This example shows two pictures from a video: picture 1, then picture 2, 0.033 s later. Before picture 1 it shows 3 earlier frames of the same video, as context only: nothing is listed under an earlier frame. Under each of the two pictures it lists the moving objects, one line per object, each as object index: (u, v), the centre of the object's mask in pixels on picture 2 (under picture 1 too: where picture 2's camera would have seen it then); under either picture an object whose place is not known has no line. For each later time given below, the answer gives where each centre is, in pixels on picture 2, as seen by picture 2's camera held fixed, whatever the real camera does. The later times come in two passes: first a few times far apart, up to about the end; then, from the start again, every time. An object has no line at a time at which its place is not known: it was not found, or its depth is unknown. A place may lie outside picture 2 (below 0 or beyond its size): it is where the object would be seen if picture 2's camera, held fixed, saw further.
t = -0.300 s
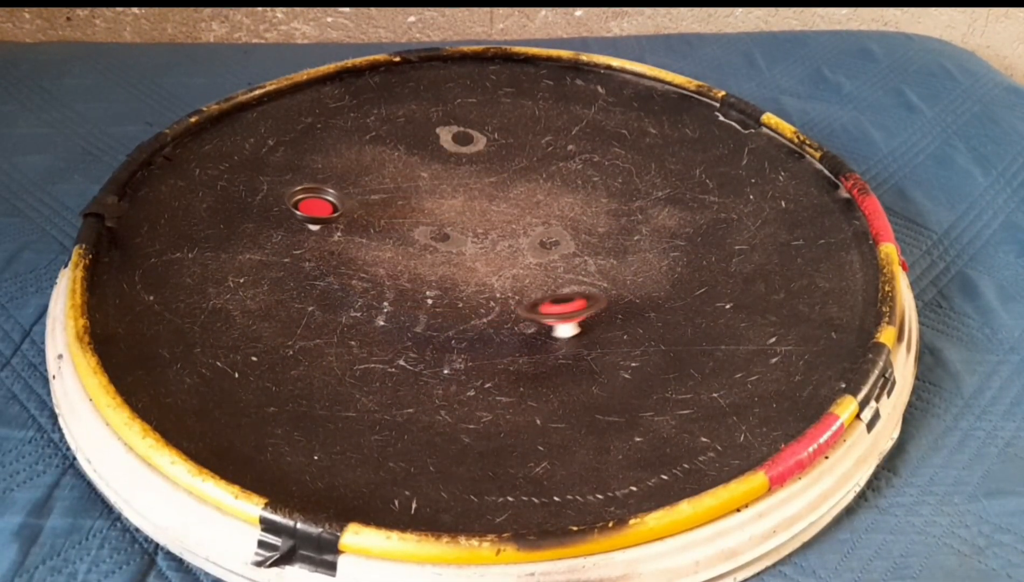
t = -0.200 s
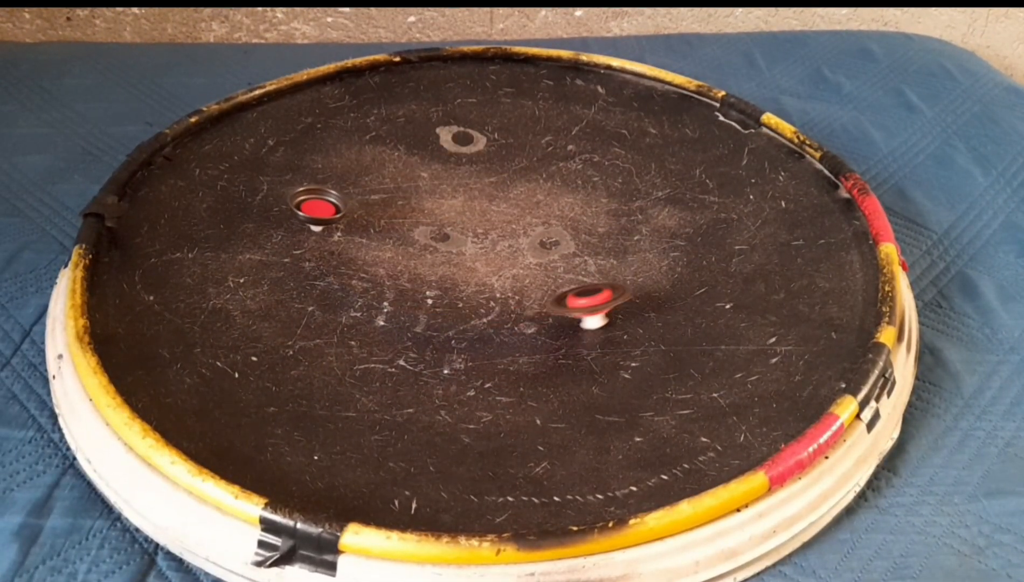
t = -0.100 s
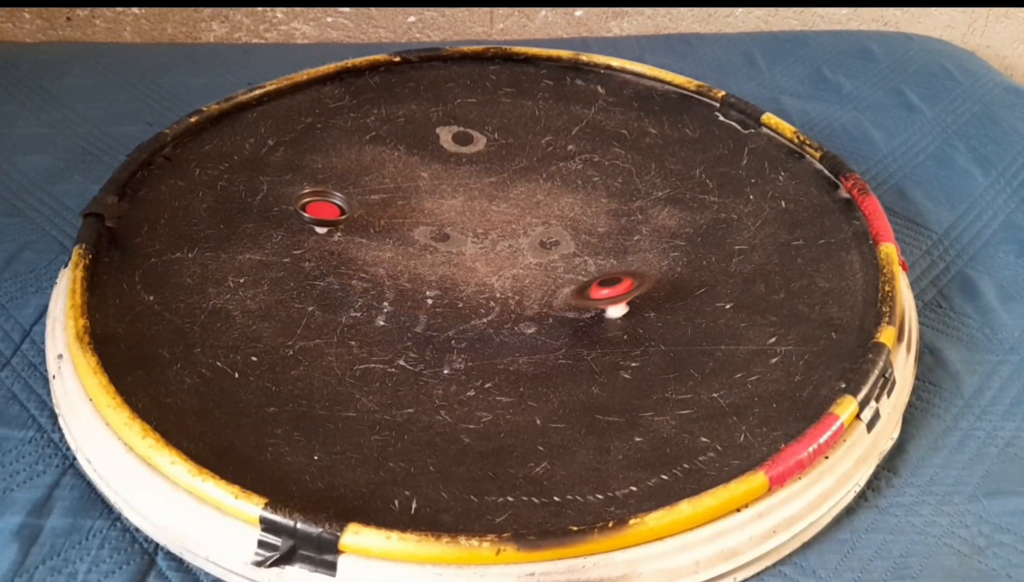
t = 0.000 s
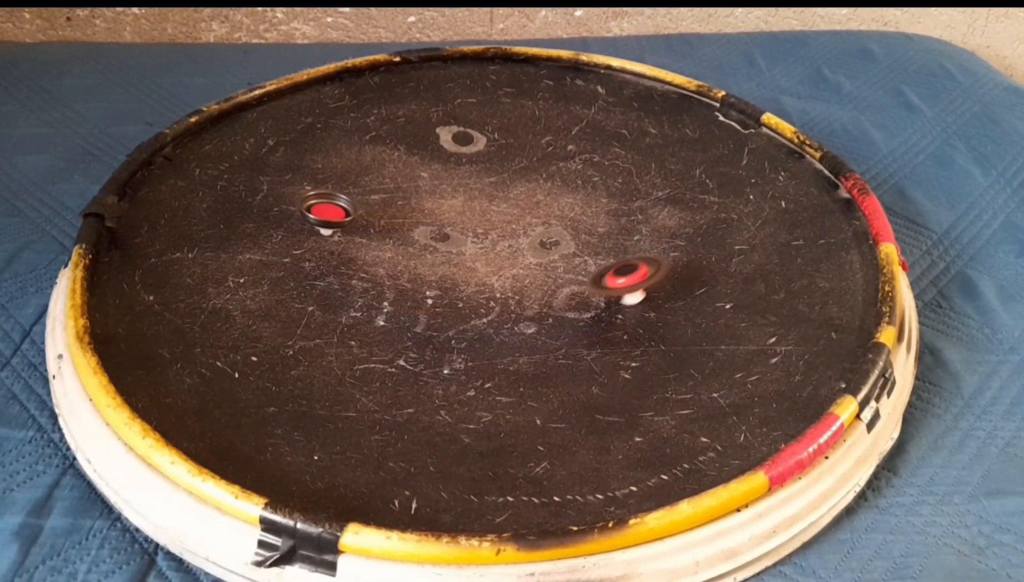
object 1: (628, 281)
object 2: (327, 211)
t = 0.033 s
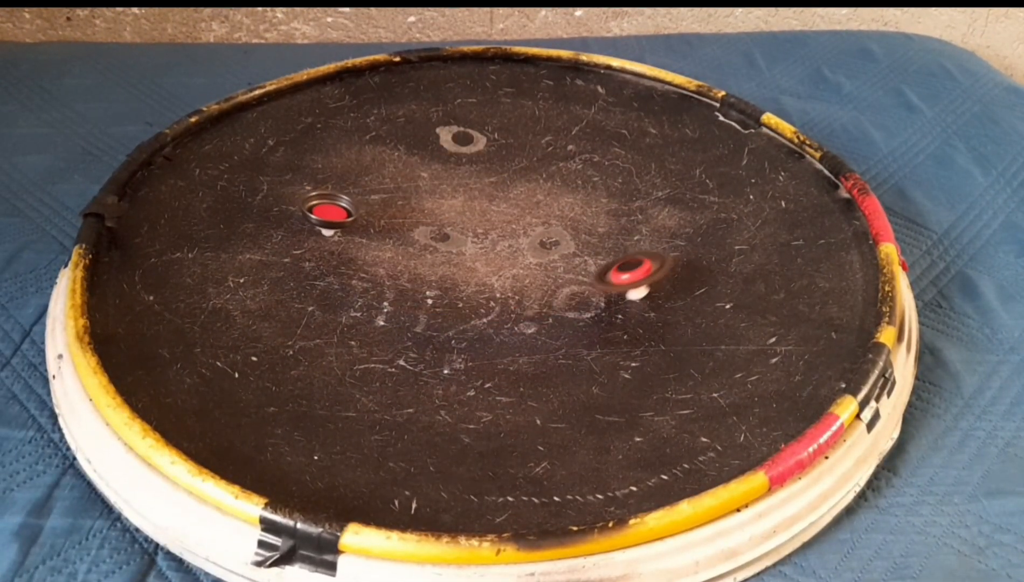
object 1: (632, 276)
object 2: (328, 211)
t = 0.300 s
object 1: (637, 238)
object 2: (349, 237)
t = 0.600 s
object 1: (598, 199)
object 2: (380, 273)
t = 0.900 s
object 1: (534, 182)
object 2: (410, 299)
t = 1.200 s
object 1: (464, 181)
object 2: (455, 329)
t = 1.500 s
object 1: (410, 198)
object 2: (498, 353)
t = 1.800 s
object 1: (380, 236)
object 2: (540, 368)
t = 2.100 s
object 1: (400, 279)
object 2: (574, 375)
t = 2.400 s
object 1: (470, 313)
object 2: (571, 362)
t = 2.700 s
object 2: (571, 344)
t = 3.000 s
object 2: (583, 313)
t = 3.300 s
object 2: (580, 270)
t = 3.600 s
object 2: (583, 227)
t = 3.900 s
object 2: (589, 194)
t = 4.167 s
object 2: (591, 175)
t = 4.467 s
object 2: (591, 161)
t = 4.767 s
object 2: (587, 164)
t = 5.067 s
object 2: (569, 175)
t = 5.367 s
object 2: (516, 189)
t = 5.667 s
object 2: (465, 196)
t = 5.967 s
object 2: (407, 198)
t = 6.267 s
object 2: (376, 196)
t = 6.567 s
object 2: (375, 199)
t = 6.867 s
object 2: (360, 211)
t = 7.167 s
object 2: (365, 246)
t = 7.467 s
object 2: (379, 279)
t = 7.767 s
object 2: (406, 308)
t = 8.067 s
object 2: (444, 336)
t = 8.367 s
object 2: (486, 358)
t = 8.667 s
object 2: (516, 367)
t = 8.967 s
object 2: (533, 352)
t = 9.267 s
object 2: (552, 328)
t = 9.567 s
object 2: (589, 286)
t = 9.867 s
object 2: (616, 251)
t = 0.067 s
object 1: (635, 271)
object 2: (330, 212)
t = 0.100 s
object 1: (638, 267)
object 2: (330, 213)
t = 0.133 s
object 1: (639, 261)
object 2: (333, 217)
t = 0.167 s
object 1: (640, 257)
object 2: (336, 221)
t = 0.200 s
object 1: (641, 252)
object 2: (339, 225)
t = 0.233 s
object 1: (640, 247)
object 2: (343, 229)
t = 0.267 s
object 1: (639, 243)
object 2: (346, 233)
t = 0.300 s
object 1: (637, 238)
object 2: (349, 237)
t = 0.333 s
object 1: (635, 233)
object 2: (352, 241)
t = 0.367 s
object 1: (632, 228)
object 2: (356, 245)
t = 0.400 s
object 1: (628, 223)
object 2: (359, 249)
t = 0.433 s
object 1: (624, 219)
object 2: (362, 254)
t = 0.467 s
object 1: (620, 214)
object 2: (367, 257)
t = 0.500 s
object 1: (615, 210)
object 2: (369, 261)
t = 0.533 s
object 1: (610, 205)
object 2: (373, 265)
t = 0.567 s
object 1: (605, 202)
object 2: (376, 269)
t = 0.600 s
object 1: (598, 199)
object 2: (380, 273)
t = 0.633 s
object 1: (592, 196)
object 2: (384, 277)
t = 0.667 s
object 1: (586, 194)
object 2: (388, 281)
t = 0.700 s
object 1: (579, 192)
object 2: (391, 284)
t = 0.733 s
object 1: (572, 189)
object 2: (394, 286)
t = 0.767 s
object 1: (564, 187)
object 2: (394, 288)
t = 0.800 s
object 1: (556, 185)
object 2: (397, 290)
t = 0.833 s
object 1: (549, 184)
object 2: (400, 292)
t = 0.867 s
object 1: (542, 183)
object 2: (404, 296)
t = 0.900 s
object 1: (534, 182)
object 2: (410, 299)
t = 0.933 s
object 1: (527, 181)
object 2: (415, 302)
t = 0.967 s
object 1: (519, 181)
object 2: (421, 306)
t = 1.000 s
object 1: (510, 180)
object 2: (426, 310)
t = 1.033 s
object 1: (503, 180)
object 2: (429, 313)
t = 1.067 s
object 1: (496, 180)
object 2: (436, 317)
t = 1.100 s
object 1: (488, 181)
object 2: (441, 320)
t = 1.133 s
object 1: (481, 182)
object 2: (447, 324)
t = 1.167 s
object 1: (472, 180)
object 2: (451, 327)
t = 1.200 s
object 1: (464, 181)
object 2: (455, 329)
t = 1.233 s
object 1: (456, 182)
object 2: (461, 333)
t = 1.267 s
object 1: (452, 185)
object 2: (465, 335)
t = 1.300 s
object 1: (445, 187)
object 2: (469, 338)
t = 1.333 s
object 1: (438, 186)
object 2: (474, 340)
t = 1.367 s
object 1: (431, 188)
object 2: (480, 343)
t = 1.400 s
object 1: (425, 190)
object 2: (486, 346)
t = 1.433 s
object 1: (419, 192)
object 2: (490, 348)
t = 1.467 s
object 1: (415, 195)
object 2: (494, 351)
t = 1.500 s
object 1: (410, 198)
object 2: (498, 353)
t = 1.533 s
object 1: (404, 203)
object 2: (503, 355)
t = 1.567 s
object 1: (399, 206)
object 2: (507, 357)
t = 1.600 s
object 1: (394, 209)
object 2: (512, 359)
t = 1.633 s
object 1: (389, 213)
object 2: (517, 361)
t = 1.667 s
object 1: (386, 216)
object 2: (523, 362)
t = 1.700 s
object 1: (384, 222)
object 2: (527, 364)
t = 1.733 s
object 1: (382, 227)
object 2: (531, 366)
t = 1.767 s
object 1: (381, 231)
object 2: (536, 367)
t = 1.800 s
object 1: (380, 236)
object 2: (540, 368)
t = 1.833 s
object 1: (380, 241)
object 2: (544, 369)
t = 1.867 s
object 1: (380, 245)
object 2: (548, 370)
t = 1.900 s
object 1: (381, 250)
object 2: (552, 371)
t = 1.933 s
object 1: (381, 255)
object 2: (557, 372)
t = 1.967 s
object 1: (383, 260)
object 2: (560, 373)
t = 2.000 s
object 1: (389, 265)
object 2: (565, 373)
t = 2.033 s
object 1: (392, 270)
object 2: (569, 374)
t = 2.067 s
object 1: (395, 274)
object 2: (573, 375)
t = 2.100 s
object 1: (400, 279)
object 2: (574, 375)
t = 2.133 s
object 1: (404, 283)
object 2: (574, 375)
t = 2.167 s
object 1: (410, 288)
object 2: (573, 374)
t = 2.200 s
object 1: (417, 292)
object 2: (572, 373)
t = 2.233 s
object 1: (424, 296)
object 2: (571, 371)
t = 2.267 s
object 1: (433, 300)
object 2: (571, 370)
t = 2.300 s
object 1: (442, 304)
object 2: (571, 368)
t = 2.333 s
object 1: (452, 308)
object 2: (571, 366)
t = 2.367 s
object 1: (460, 311)
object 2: (571, 364)
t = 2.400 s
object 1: (470, 313)
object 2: (571, 362)
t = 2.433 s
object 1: (479, 315)
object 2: (571, 360)
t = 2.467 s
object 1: (489, 316)
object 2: (571, 358)
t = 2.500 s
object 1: (499, 317)
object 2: (571, 355)
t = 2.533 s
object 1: (509, 317)
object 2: (571, 353)
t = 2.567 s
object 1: (517, 316)
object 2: (570, 351)
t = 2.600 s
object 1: (528, 315)
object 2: (571, 349)
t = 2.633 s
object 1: (537, 312)
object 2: (571, 347)
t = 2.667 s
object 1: (544, 309)
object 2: (571, 346)
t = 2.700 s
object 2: (571, 344)
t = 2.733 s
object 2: (572, 342)
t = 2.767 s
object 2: (573, 340)
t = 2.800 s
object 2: (574, 337)
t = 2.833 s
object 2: (576, 335)
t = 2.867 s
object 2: (578, 332)
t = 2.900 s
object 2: (580, 327)
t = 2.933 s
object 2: (581, 321)
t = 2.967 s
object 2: (583, 317)
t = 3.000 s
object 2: (583, 313)
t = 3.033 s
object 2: (582, 309)
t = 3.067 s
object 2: (582, 306)
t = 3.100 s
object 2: (582, 302)
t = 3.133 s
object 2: (581, 297)
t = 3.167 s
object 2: (581, 292)
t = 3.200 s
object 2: (581, 286)
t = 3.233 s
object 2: (581, 280)
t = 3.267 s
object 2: (580, 275)
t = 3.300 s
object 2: (580, 270)
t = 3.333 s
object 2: (580, 264)
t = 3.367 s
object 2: (581, 258)
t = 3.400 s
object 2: (581, 254)
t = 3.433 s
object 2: (581, 248)
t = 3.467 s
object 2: (582, 244)
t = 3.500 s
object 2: (582, 240)
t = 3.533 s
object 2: (582, 235)
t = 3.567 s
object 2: (582, 230)
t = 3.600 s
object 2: (583, 227)
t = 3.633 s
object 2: (584, 222)
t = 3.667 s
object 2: (585, 218)
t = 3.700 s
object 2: (586, 214)
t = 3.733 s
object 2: (586, 210)
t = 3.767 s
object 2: (587, 206)
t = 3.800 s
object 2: (588, 203)
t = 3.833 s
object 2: (588, 199)
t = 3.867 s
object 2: (589, 196)
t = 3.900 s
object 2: (589, 194)
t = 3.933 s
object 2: (590, 192)
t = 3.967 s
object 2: (590, 189)
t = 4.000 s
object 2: (591, 186)
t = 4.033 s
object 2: (591, 184)
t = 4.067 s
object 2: (591, 182)
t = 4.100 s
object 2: (592, 180)
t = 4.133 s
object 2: (592, 178)
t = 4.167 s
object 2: (591, 175)
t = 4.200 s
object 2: (591, 173)
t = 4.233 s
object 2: (591, 172)
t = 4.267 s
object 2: (591, 170)
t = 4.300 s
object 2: (591, 168)
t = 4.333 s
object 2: (591, 167)
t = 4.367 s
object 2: (591, 165)
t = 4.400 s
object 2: (591, 164)
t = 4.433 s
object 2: (590, 163)
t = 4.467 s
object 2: (591, 161)
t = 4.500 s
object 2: (591, 160)
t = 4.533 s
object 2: (591, 160)
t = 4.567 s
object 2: (592, 160)
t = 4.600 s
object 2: (592, 161)
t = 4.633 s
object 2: (592, 161)
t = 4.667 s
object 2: (591, 162)
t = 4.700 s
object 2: (589, 163)
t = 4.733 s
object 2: (588, 163)
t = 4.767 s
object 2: (587, 164)
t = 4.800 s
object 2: (585, 165)
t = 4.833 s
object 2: (583, 166)
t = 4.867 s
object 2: (581, 167)
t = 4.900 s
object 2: (579, 168)
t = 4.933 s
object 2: (577, 170)
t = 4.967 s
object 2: (575, 171)
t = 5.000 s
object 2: (573, 172)
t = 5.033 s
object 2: (571, 173)
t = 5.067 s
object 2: (569, 175)
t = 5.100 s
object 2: (567, 175)
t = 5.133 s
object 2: (563, 176)
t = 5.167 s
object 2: (558, 178)
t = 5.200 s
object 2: (553, 180)
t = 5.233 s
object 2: (546, 181)
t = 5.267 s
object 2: (538, 183)
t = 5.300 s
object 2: (531, 185)
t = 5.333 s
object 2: (523, 187)
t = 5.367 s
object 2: (516, 189)
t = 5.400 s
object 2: (509, 190)
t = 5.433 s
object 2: (500, 191)
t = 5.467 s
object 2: (492, 192)
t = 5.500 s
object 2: (485, 193)
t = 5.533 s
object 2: (480, 194)
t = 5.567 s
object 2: (477, 195)
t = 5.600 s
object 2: (475, 195)
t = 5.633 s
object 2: (470, 195)
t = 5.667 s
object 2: (465, 196)
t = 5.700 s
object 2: (459, 196)
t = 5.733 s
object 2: (452, 197)
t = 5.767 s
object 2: (445, 197)
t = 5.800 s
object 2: (438, 197)
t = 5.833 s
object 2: (432, 198)
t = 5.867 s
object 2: (425, 198)
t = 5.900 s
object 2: (420, 198)
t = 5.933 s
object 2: (414, 198)
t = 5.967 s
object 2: (407, 198)
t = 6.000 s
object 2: (402, 198)
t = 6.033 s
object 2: (397, 198)
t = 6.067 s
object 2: (392, 197)
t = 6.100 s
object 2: (388, 197)
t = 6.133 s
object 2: (385, 197)
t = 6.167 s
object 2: (382, 197)
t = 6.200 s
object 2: (380, 197)
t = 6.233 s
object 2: (378, 196)
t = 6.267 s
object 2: (376, 196)
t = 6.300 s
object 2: (374, 196)
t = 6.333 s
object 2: (372, 196)
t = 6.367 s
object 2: (370, 196)
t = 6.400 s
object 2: (370, 195)
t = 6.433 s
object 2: (370, 195)
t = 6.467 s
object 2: (372, 196)
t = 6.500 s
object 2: (373, 197)
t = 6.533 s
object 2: (374, 198)
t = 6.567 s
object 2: (375, 199)
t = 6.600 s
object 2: (376, 200)
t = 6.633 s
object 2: (378, 201)
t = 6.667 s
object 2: (380, 202)
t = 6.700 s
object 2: (380, 202)
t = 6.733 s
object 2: (376, 204)
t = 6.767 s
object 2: (368, 204)
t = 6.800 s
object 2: (363, 206)
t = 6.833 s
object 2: (361, 208)
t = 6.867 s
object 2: (360, 211)
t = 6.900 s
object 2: (361, 214)
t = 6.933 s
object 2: (361, 217)
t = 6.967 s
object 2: (362, 222)
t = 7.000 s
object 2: (363, 226)
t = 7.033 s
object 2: (364, 231)
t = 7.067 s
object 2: (364, 235)
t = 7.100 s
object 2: (364, 240)
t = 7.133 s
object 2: (365, 243)
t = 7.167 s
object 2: (365, 246)
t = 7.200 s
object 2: (366, 249)
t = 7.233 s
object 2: (367, 253)
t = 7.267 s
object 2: (368, 257)
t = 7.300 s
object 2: (370, 261)
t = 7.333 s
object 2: (371, 265)
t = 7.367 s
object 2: (373, 268)
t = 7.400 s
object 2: (375, 272)
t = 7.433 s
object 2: (377, 276)
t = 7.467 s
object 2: (379, 279)
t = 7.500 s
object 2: (381, 282)
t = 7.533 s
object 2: (384, 286)
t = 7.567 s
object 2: (386, 289)
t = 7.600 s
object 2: (388, 292)
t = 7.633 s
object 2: (391, 295)
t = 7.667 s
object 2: (393, 298)
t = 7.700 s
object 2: (397, 301)
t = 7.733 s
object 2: (402, 305)
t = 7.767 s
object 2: (406, 308)
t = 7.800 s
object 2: (410, 312)
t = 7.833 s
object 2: (413, 315)
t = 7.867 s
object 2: (417, 318)
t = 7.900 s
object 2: (420, 321)
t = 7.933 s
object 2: (423, 323)
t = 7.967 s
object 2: (429, 327)
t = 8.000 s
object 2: (435, 330)
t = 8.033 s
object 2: (440, 333)
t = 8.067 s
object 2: (444, 336)
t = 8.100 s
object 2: (448, 339)
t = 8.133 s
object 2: (453, 342)
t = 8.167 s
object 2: (458, 345)
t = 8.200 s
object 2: (464, 348)
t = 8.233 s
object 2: (469, 350)
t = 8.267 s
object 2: (472, 352)
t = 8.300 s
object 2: (476, 354)
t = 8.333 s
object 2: (481, 356)
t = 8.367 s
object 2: (486, 358)
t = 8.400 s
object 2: (491, 360)
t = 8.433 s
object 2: (494, 362)
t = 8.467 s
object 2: (498, 364)
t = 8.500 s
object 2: (503, 366)
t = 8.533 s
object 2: (508, 367)
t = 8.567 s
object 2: (513, 368)
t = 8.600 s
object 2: (515, 368)
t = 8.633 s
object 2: (515, 368)
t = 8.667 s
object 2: (516, 367)
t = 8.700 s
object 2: (517, 367)
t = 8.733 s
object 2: (518, 365)
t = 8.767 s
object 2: (521, 364)
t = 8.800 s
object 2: (523, 363)
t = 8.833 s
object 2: (524, 361)
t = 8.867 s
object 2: (527, 359)
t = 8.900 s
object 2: (528, 357)
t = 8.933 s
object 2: (531, 355)
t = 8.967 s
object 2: (533, 352)
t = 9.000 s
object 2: (535, 350)
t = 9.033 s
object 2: (537, 347)
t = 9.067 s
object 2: (539, 345)
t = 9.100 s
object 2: (542, 342)
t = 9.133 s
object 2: (544, 340)
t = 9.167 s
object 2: (545, 337)
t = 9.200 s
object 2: (546, 335)
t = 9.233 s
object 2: (548, 332)
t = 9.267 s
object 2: (552, 328)
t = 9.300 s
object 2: (556, 323)
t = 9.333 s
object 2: (559, 319)
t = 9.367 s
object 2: (562, 315)
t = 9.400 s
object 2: (566, 310)
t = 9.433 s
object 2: (572, 304)
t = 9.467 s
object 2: (576, 300)
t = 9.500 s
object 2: (581, 295)
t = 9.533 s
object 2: (585, 291)
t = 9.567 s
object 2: (589, 286)
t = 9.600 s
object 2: (592, 283)
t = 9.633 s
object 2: (595, 279)
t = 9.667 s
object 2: (598, 276)
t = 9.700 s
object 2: (600, 272)
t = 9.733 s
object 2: (604, 268)
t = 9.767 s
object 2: (607, 264)
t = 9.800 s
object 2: (609, 260)
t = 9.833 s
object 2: (613, 255)
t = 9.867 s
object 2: (616, 251)
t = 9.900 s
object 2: (618, 247)
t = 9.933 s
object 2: (621, 243)
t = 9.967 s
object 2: (623, 238)
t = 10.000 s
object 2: (626, 235)
